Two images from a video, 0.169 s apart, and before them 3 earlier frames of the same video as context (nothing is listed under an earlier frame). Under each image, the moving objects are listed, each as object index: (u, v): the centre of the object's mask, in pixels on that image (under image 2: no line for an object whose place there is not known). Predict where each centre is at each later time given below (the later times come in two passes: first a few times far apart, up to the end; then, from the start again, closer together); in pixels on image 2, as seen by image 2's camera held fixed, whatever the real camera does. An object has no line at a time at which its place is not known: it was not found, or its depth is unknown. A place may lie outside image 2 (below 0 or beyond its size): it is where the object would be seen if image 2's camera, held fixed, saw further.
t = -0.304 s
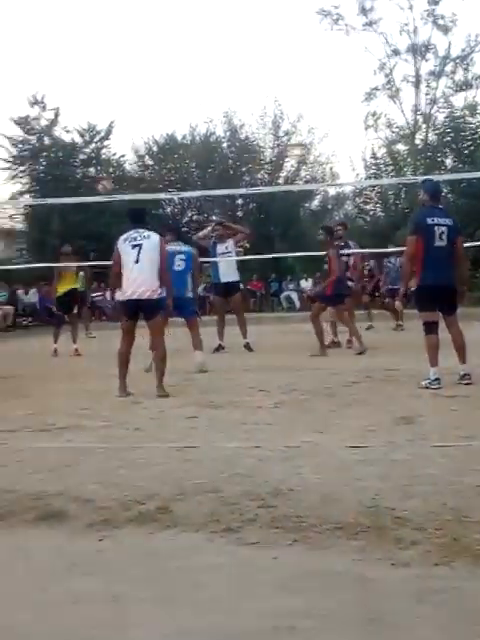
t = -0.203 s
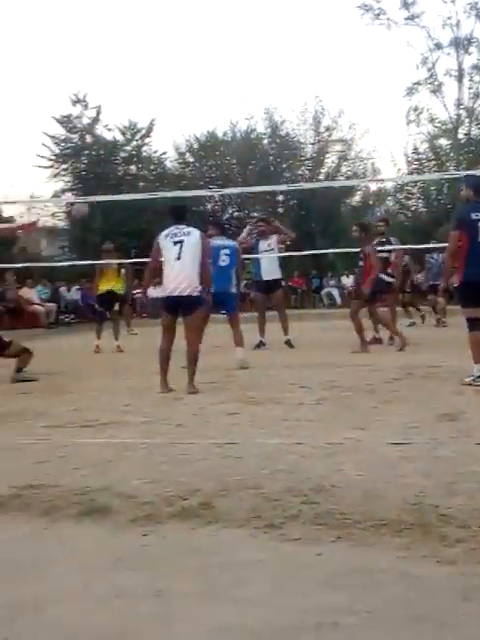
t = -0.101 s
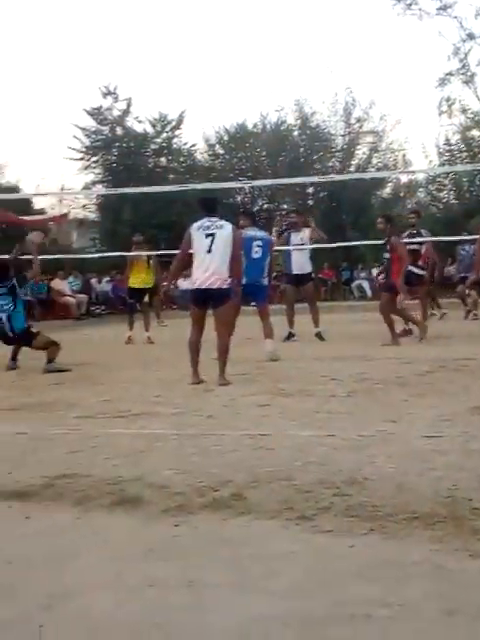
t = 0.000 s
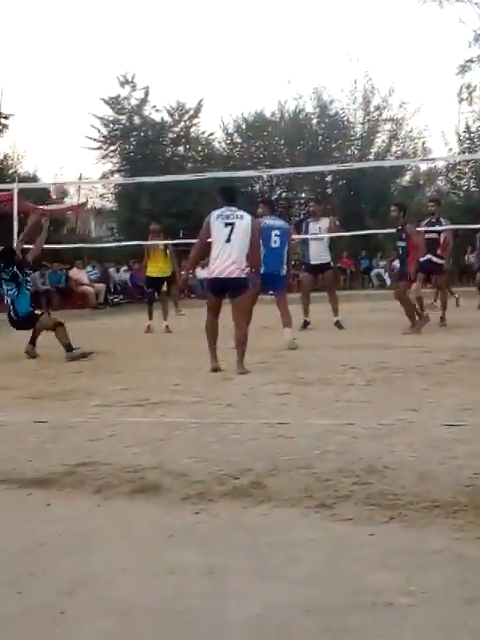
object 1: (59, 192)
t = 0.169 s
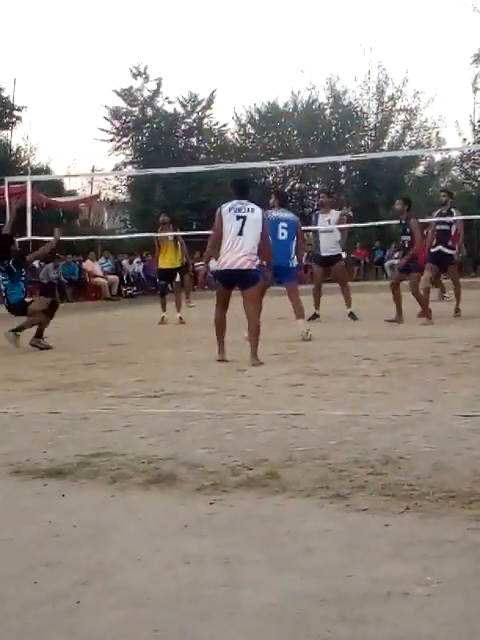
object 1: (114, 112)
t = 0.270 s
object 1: (139, 85)
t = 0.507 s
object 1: (190, 50)
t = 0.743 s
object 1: (236, 57)
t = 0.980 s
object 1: (277, 97)
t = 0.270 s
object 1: (139, 85)
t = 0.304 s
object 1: (147, 76)
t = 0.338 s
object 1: (153, 70)
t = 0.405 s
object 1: (169, 59)
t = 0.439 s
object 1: (176, 55)
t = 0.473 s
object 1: (184, 52)
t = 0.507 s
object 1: (190, 50)
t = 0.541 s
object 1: (197, 49)
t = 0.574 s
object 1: (204, 48)
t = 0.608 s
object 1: (211, 48)
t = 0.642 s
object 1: (217, 49)
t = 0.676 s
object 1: (223, 51)
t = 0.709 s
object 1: (229, 53)
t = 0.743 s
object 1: (236, 57)
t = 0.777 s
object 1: (242, 60)
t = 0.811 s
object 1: (248, 65)
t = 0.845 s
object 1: (254, 70)
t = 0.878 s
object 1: (260, 76)
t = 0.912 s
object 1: (265, 82)
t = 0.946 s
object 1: (271, 90)
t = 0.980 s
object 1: (277, 97)
